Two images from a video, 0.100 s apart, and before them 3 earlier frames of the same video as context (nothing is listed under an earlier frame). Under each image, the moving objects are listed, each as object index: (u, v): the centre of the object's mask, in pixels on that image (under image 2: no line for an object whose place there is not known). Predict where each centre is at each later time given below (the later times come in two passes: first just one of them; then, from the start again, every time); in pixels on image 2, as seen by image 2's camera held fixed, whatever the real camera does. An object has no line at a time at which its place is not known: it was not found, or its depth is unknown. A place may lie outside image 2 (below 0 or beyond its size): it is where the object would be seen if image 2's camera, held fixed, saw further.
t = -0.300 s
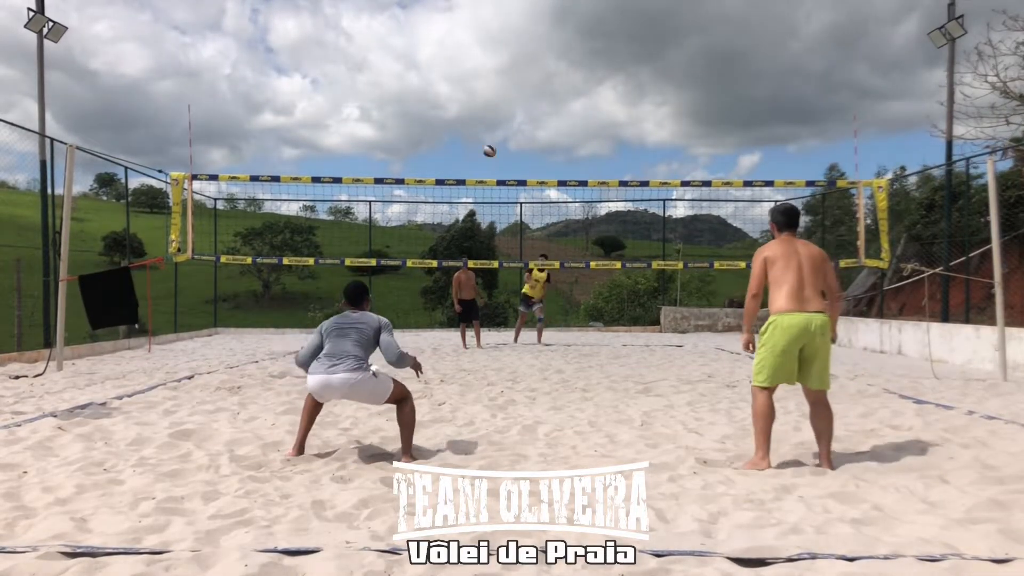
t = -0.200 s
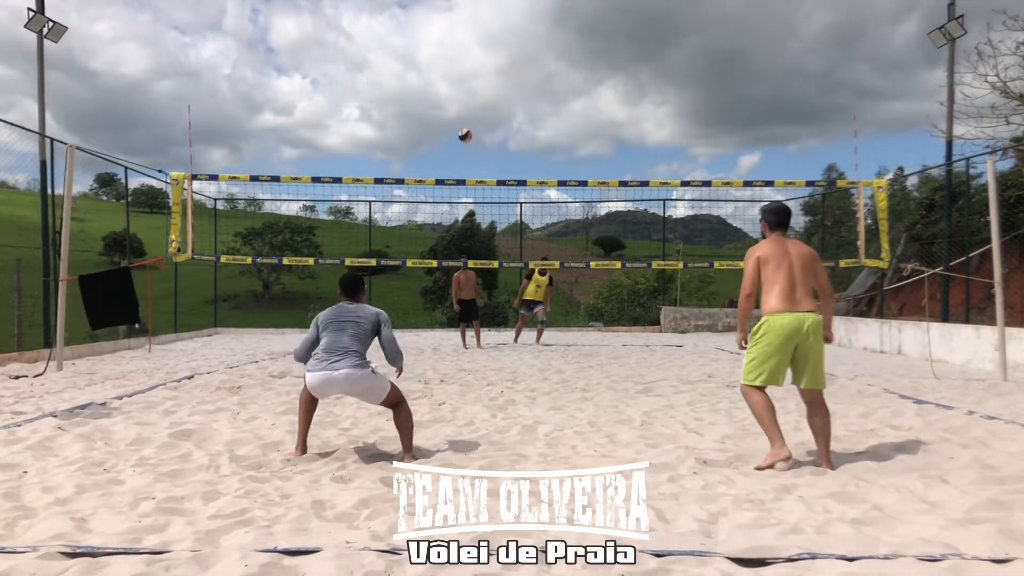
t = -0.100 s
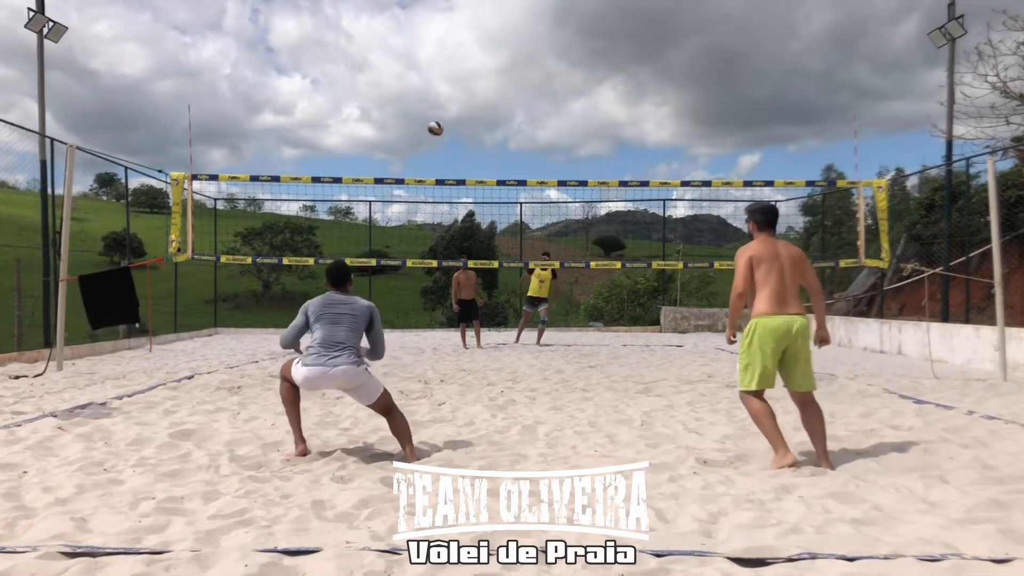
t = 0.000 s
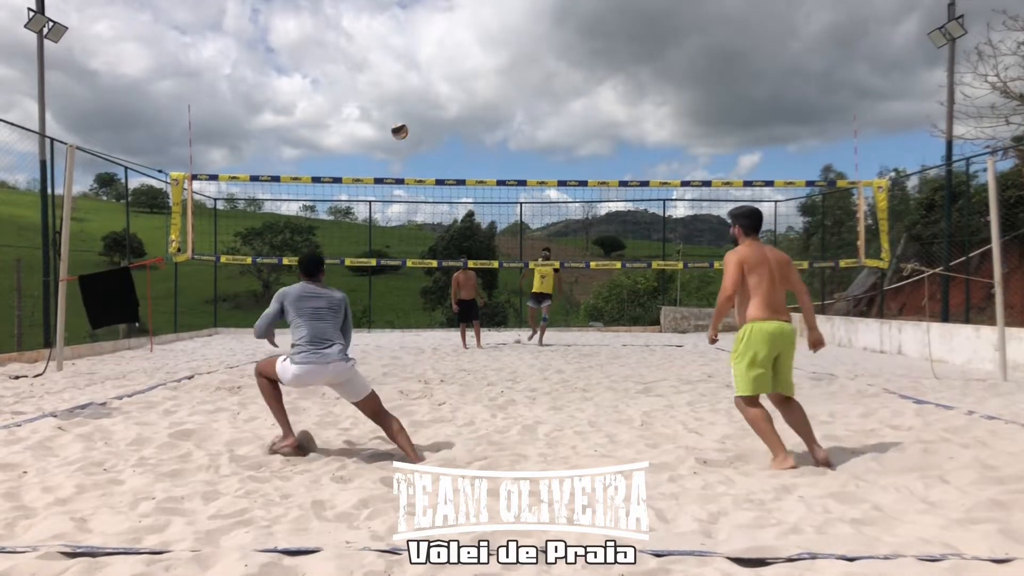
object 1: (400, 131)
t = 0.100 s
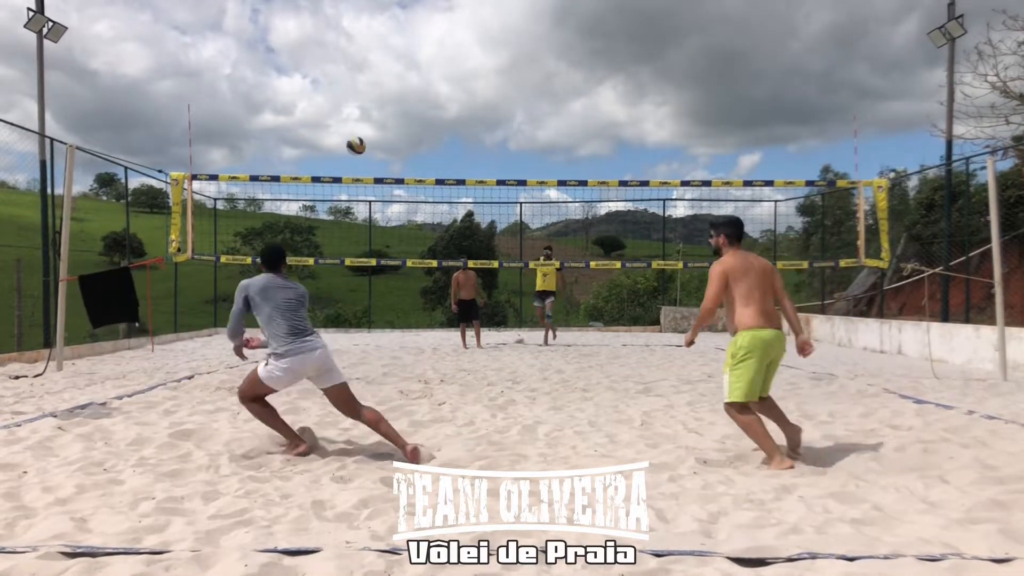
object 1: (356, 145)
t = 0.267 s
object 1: (261, 208)
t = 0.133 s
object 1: (339, 154)
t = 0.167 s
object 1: (322, 163)
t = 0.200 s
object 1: (303, 176)
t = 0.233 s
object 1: (283, 191)
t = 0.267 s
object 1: (261, 208)
